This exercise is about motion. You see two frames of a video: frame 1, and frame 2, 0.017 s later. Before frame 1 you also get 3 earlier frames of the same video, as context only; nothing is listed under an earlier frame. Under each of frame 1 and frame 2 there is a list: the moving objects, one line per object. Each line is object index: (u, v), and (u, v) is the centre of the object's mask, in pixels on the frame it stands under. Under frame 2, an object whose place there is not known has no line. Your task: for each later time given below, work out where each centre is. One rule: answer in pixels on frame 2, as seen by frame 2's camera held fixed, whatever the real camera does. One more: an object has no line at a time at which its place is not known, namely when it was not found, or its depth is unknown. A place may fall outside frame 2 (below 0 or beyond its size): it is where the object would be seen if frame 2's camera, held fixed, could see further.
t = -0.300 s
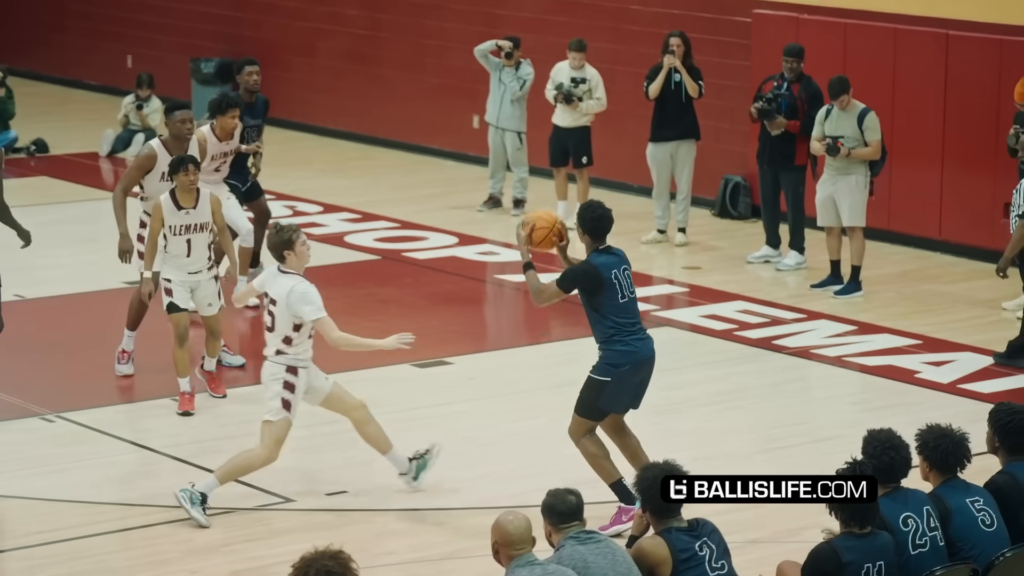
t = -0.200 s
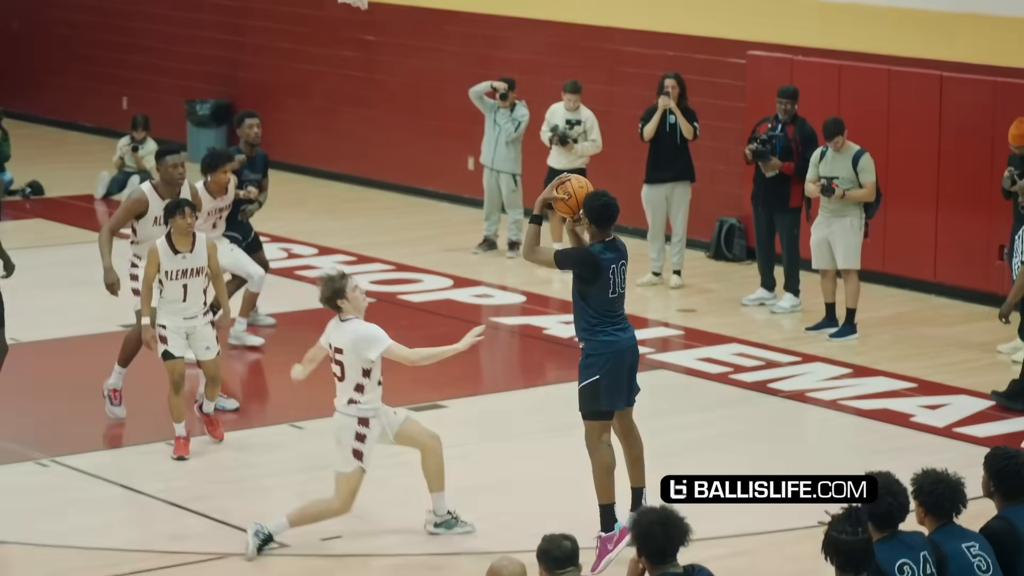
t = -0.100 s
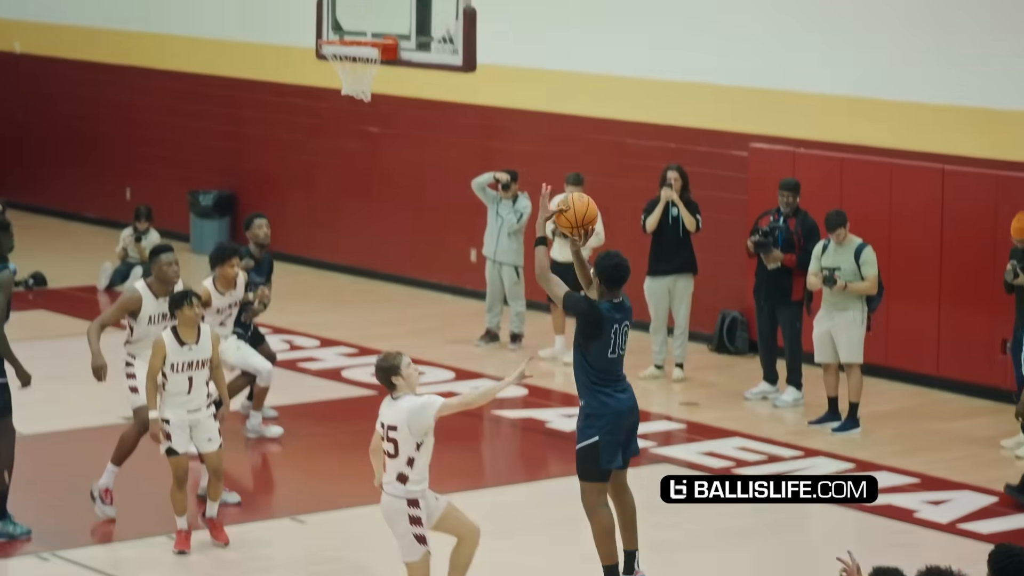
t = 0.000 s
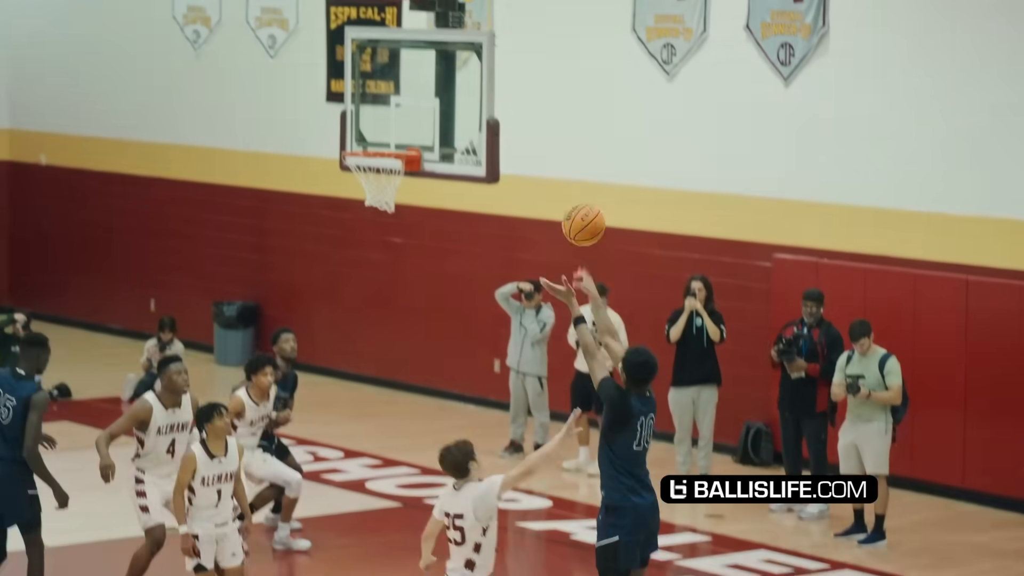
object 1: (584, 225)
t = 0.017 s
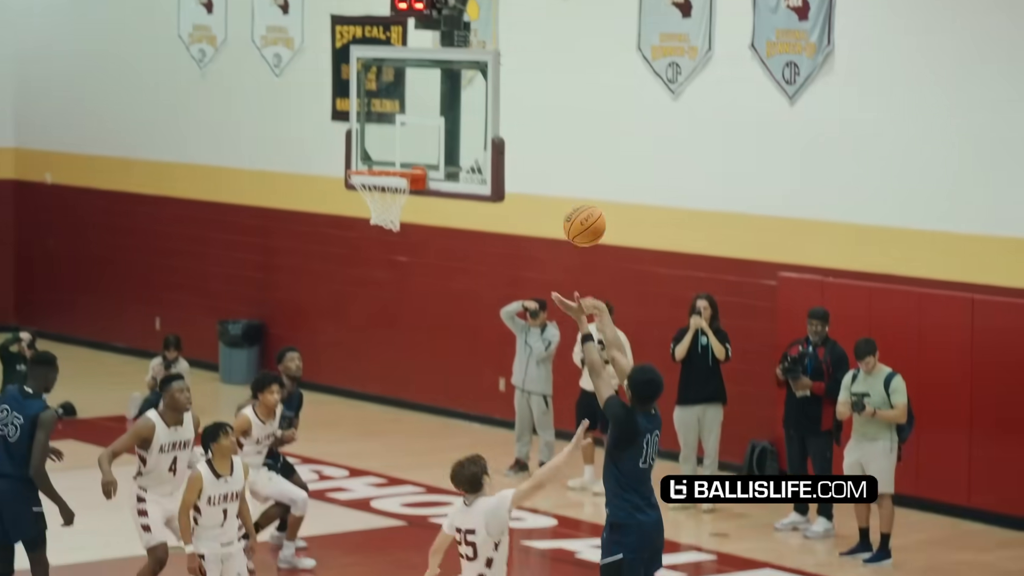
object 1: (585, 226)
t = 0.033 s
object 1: (579, 206)
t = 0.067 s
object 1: (568, 171)
